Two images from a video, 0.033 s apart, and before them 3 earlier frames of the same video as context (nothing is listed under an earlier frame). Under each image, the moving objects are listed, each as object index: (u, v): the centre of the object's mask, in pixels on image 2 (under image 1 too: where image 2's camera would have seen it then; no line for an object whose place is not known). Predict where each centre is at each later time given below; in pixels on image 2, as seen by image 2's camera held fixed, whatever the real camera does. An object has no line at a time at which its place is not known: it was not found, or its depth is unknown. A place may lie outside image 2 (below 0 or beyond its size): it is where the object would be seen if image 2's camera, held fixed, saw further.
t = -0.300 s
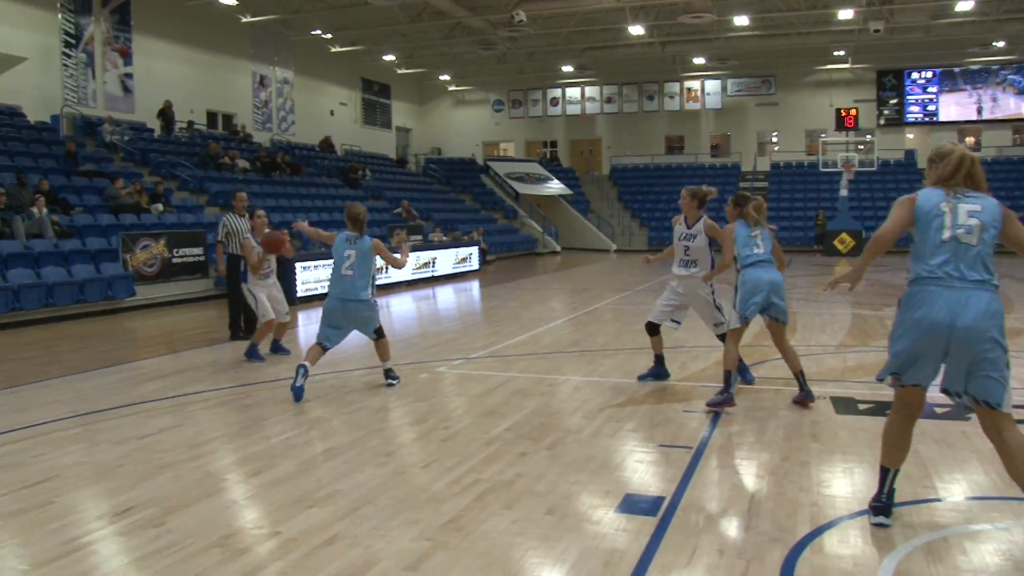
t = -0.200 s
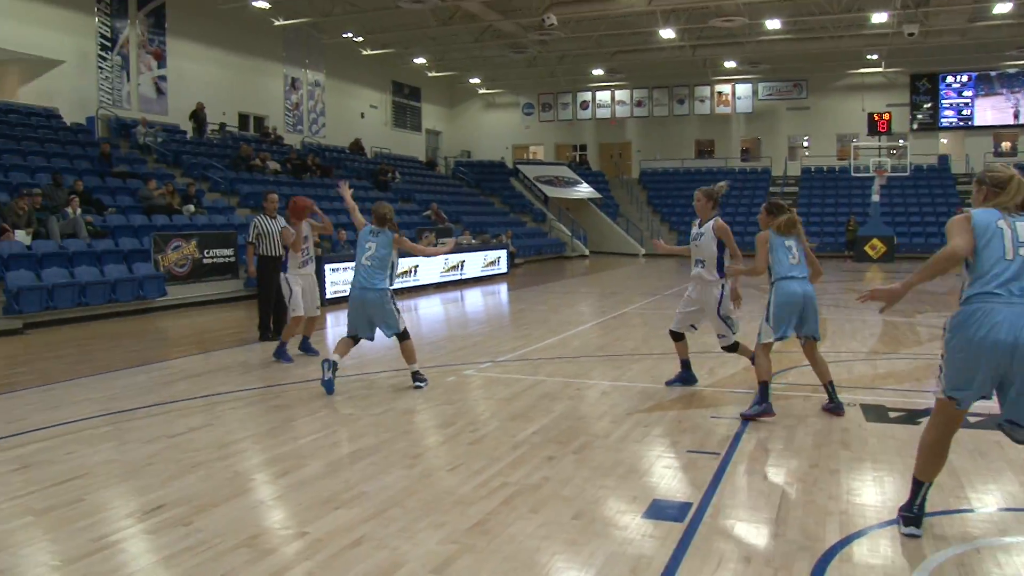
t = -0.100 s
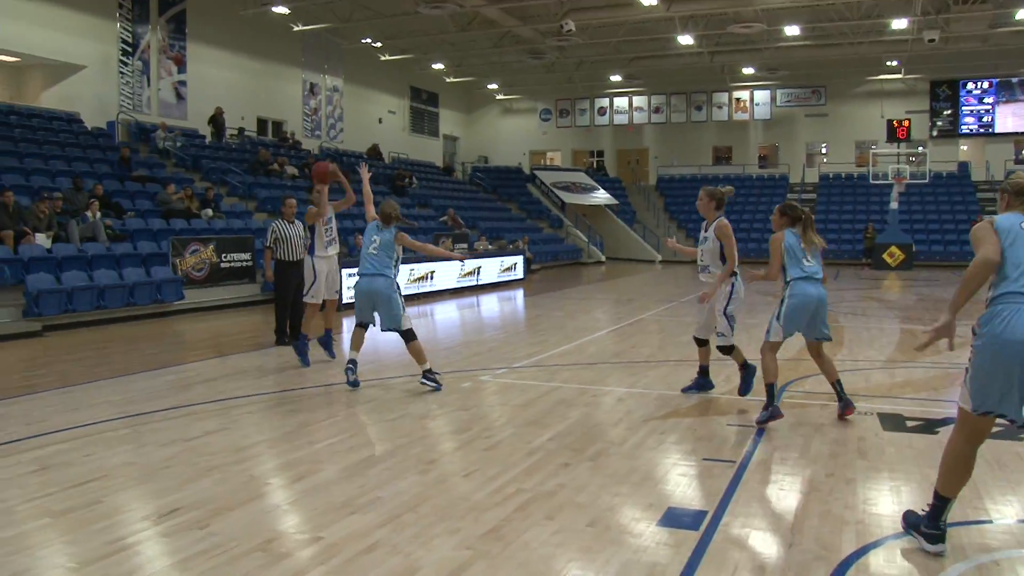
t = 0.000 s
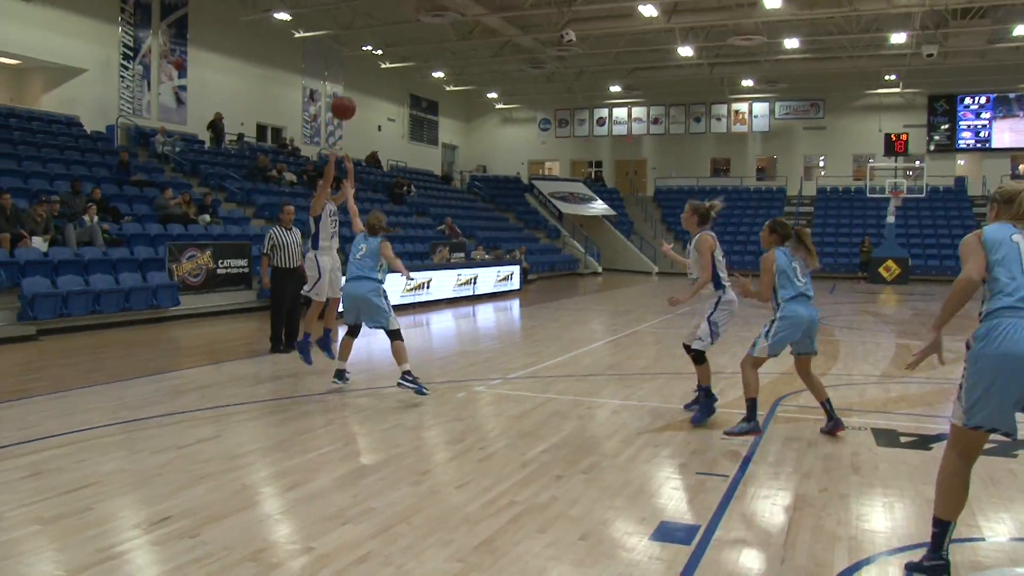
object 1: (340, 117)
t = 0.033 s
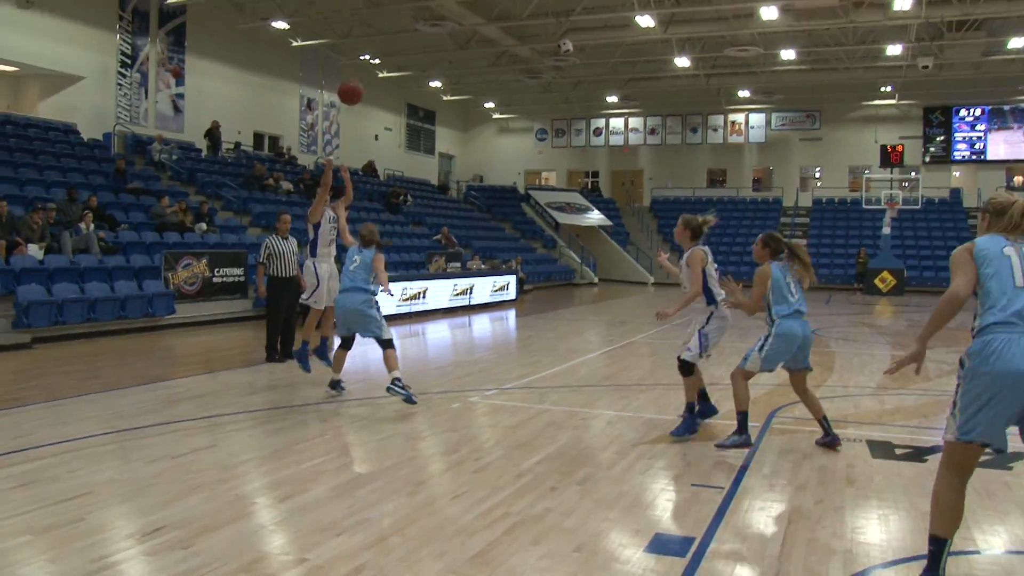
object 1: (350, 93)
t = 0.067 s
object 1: (359, 70)
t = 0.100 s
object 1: (370, 48)
